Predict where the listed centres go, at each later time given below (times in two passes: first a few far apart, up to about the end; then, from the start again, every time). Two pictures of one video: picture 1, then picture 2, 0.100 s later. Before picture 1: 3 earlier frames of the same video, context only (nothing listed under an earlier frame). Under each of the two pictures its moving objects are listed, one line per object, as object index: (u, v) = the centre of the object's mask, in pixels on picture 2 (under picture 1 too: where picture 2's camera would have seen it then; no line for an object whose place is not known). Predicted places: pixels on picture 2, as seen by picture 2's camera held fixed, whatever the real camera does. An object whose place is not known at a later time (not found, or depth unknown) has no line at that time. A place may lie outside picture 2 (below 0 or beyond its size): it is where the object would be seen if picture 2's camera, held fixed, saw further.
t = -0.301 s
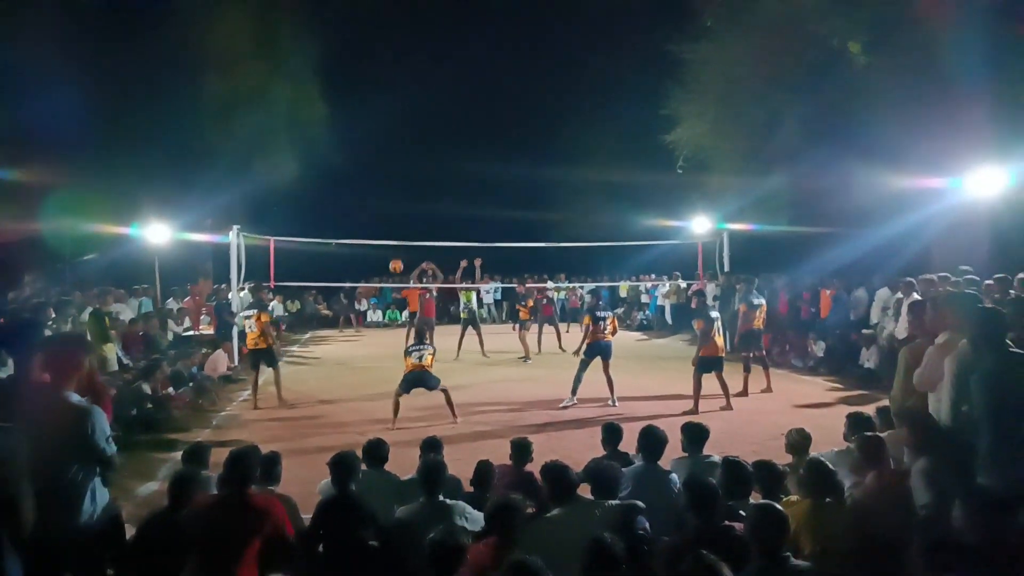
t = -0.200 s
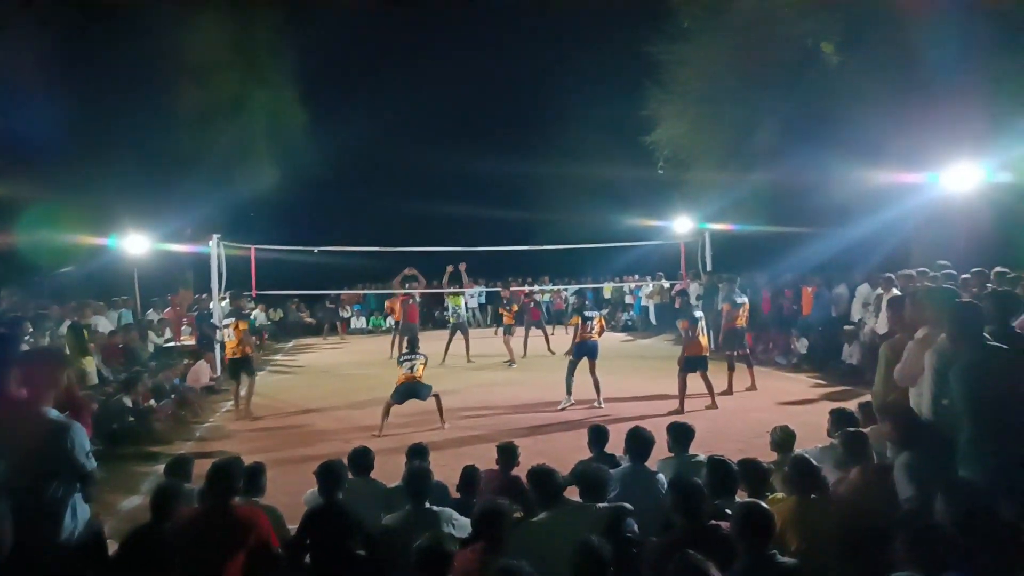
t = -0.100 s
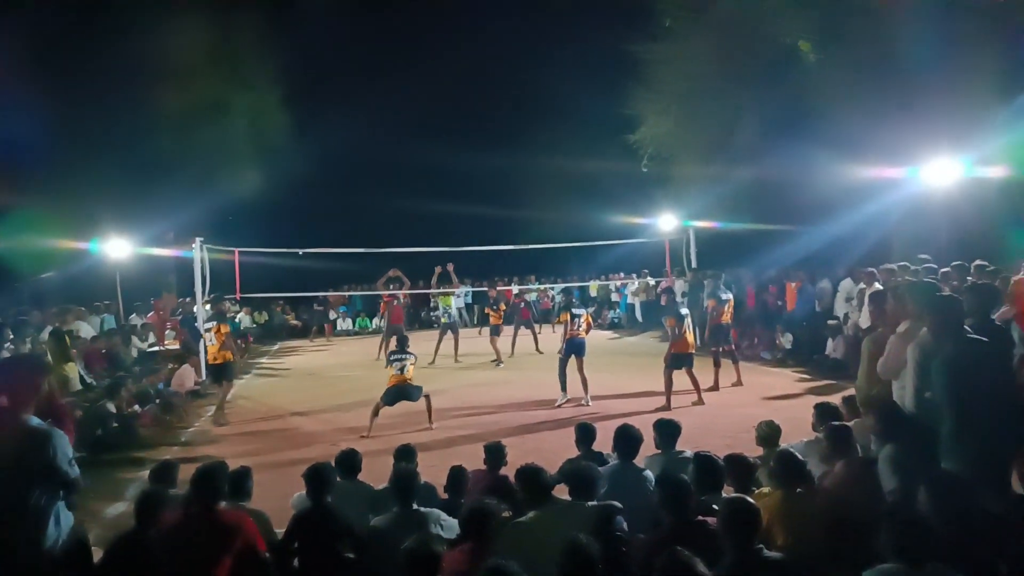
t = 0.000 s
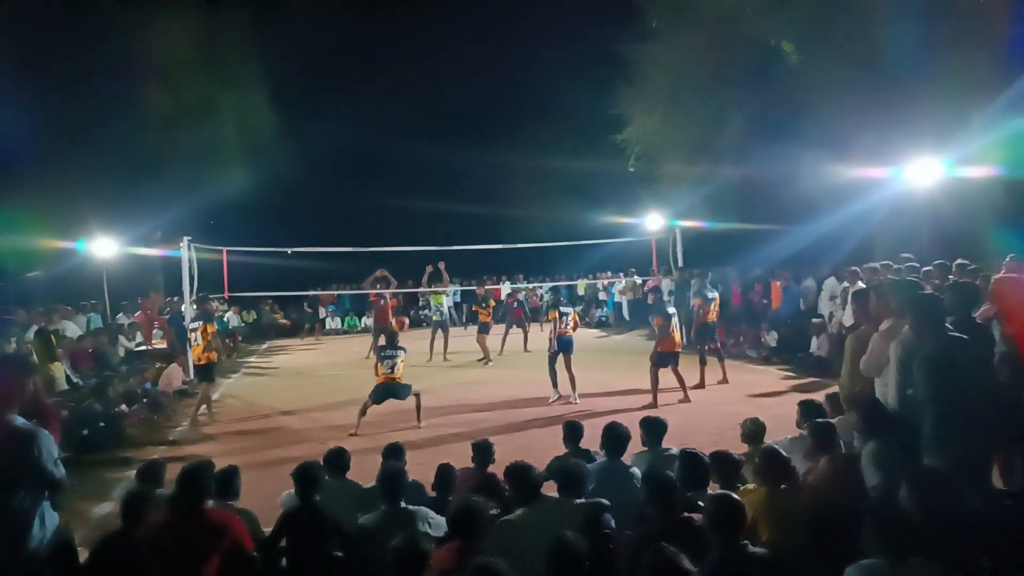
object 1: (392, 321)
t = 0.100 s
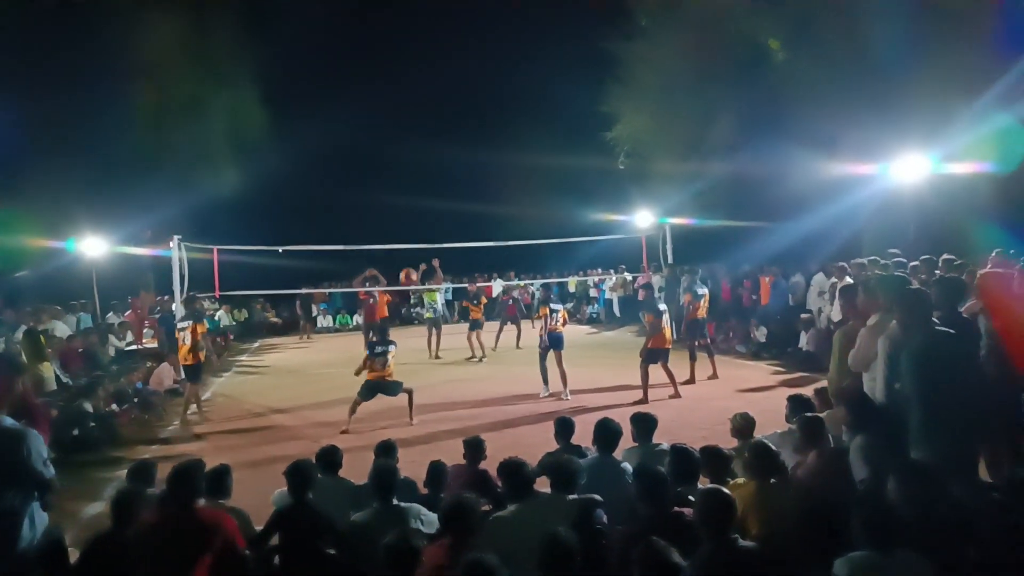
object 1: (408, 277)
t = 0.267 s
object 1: (433, 222)
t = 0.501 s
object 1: (468, 184)
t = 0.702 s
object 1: (496, 181)
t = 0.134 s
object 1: (413, 263)
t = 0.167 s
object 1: (418, 252)
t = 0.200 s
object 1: (423, 240)
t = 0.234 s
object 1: (428, 230)
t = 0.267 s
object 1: (433, 222)
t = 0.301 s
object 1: (438, 213)
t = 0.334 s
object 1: (443, 206)
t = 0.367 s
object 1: (446, 196)
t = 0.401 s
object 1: (451, 192)
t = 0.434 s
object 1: (458, 190)
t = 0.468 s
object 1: (463, 187)
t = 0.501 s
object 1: (468, 184)
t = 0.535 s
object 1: (473, 182)
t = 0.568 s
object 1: (477, 180)
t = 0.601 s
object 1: (482, 179)
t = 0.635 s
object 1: (487, 179)
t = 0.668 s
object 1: (492, 180)
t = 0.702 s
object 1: (496, 181)
